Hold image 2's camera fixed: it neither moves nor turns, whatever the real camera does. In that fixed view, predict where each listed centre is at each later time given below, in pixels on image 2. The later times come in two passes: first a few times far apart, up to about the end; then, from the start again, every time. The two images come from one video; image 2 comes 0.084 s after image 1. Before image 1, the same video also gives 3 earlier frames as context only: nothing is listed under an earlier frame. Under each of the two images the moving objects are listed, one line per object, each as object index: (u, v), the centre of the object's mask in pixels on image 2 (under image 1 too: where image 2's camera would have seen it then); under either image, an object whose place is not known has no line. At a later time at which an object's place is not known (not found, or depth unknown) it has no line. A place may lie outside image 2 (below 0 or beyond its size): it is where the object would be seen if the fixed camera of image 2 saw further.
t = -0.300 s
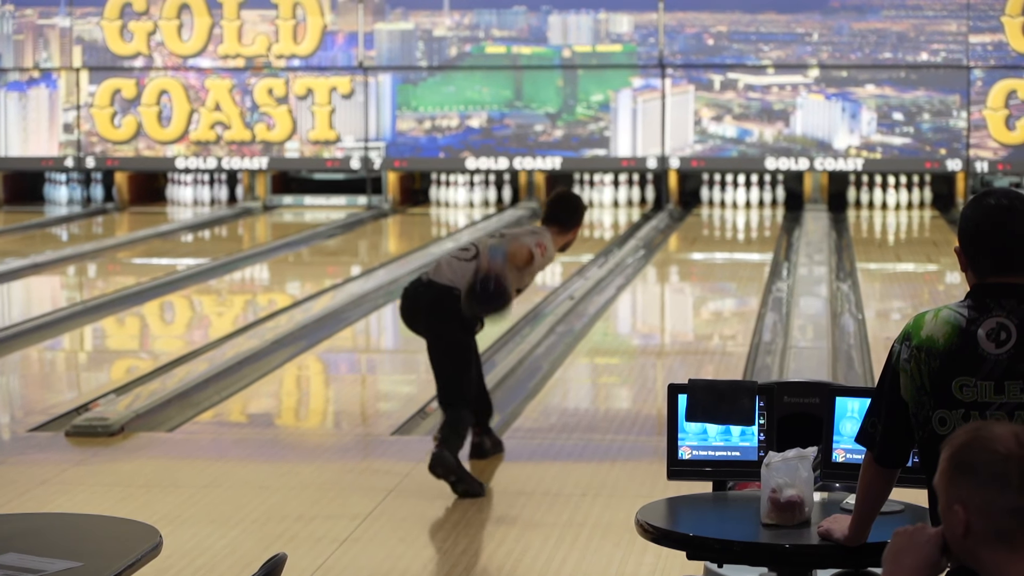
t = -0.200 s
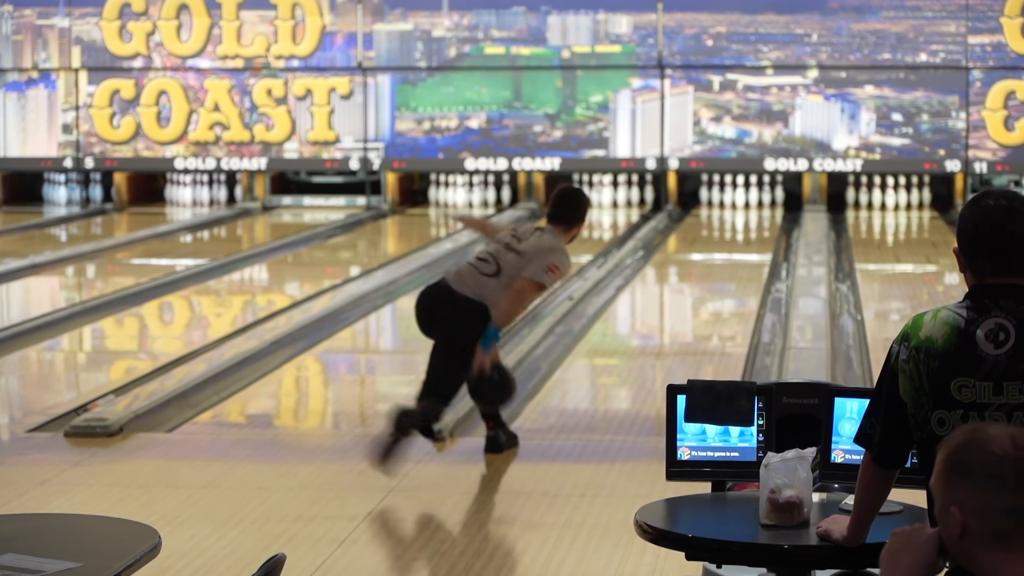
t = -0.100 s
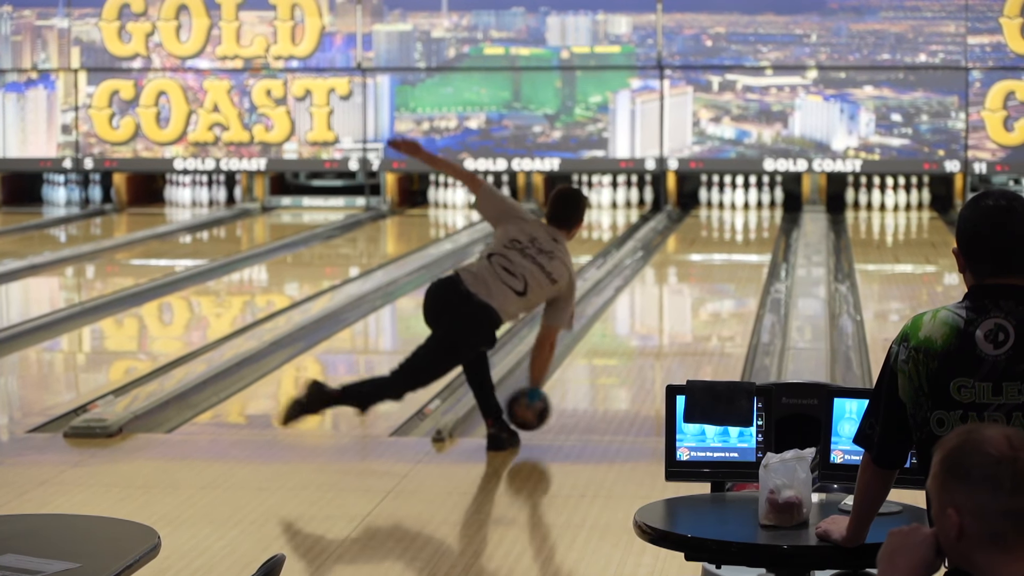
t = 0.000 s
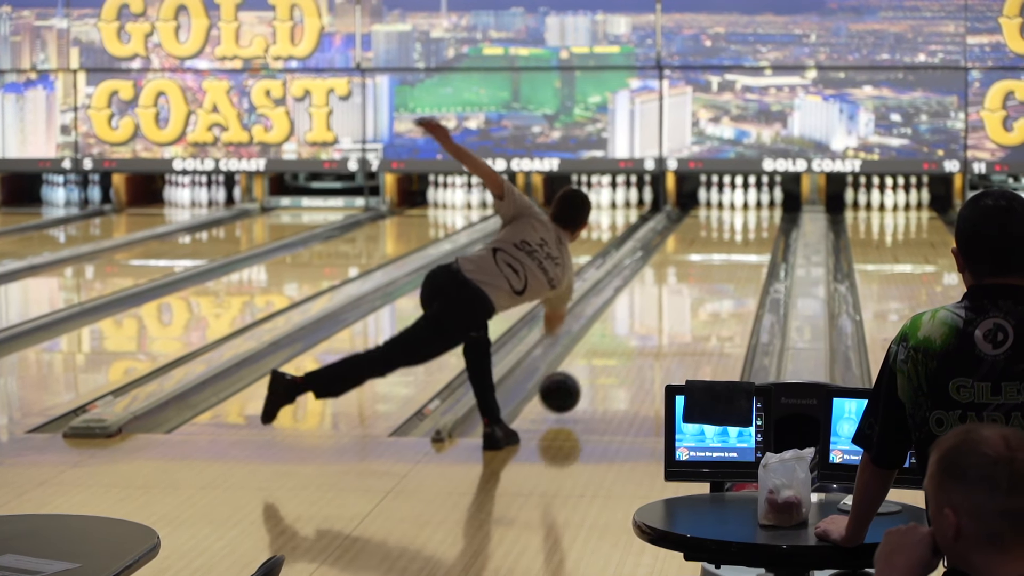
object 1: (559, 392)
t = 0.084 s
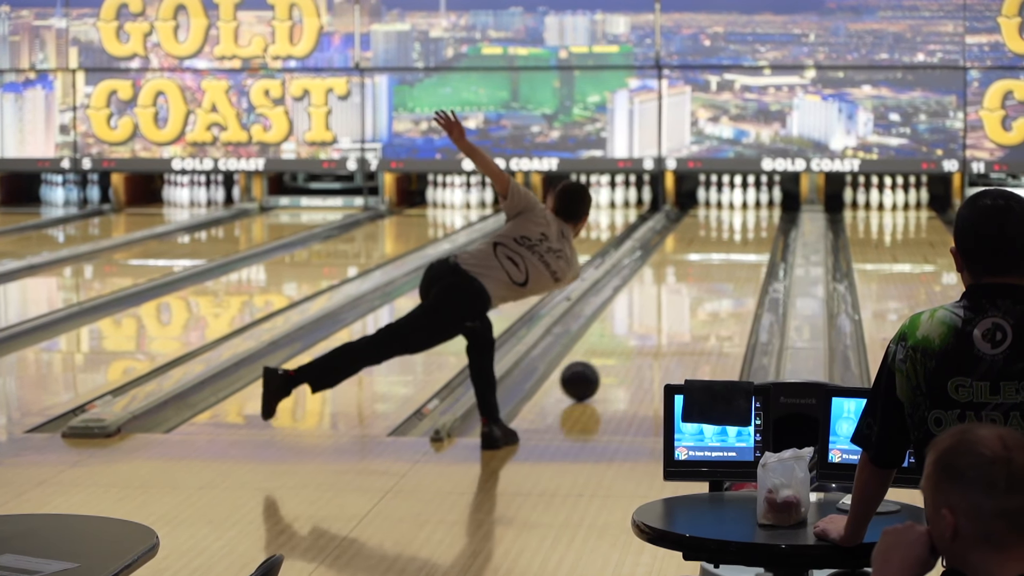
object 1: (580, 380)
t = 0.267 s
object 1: (619, 347)
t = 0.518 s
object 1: (661, 311)
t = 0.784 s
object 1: (695, 282)
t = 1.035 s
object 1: (719, 262)
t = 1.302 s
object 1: (739, 243)
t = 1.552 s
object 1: (751, 230)
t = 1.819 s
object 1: (757, 217)
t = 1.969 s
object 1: (755, 211)
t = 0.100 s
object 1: (584, 378)
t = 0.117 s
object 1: (588, 374)
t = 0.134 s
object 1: (592, 371)
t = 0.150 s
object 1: (595, 368)
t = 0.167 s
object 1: (599, 365)
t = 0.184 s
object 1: (603, 362)
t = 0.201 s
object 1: (606, 359)
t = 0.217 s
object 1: (610, 356)
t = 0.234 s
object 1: (613, 353)
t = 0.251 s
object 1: (616, 350)
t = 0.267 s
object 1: (619, 347)
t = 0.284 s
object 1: (622, 344)
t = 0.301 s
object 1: (625, 342)
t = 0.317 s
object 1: (628, 339)
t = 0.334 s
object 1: (632, 336)
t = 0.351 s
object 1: (634, 334)
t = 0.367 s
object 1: (637, 331)
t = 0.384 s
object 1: (640, 329)
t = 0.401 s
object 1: (643, 326)
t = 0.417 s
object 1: (645, 324)
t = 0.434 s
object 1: (648, 322)
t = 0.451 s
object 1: (651, 320)
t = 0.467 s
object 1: (653, 317)
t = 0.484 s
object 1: (656, 315)
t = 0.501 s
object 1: (658, 313)
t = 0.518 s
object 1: (661, 311)
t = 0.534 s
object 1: (663, 309)
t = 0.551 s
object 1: (666, 307)
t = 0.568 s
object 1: (668, 305)
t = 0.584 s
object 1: (670, 303)
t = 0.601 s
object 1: (672, 301)
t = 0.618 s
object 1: (674, 299)
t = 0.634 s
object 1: (677, 297)
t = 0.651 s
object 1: (679, 295)
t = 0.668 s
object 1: (681, 294)
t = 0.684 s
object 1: (683, 292)
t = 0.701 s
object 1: (685, 290)
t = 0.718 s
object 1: (687, 288)
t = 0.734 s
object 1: (689, 287)
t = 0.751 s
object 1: (691, 285)
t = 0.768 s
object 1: (693, 283)
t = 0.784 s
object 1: (695, 282)
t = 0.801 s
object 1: (697, 281)
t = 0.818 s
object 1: (698, 279)
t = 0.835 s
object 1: (700, 278)
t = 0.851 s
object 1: (702, 276)
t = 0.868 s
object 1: (704, 275)
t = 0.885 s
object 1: (705, 274)
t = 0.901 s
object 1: (707, 272)
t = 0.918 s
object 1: (709, 271)
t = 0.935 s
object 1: (710, 270)
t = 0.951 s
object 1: (712, 268)
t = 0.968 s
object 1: (713, 267)
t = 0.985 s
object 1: (715, 266)
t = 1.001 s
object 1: (716, 265)
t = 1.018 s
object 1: (718, 263)
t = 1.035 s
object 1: (719, 262)
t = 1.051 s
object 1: (720, 261)
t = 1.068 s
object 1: (722, 260)
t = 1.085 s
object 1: (723, 259)
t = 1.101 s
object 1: (725, 257)
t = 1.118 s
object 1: (726, 256)
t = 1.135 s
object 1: (727, 255)
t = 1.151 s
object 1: (729, 254)
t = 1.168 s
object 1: (730, 253)
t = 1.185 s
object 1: (731, 251)
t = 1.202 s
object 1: (732, 250)
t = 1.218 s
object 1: (733, 249)
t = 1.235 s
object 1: (734, 248)
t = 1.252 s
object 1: (736, 247)
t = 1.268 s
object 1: (737, 246)
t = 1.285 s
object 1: (738, 244)
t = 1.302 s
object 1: (739, 243)
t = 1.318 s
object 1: (740, 243)
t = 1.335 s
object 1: (741, 242)
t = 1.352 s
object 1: (742, 241)
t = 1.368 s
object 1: (743, 240)
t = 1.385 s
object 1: (744, 239)
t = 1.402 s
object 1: (745, 238)
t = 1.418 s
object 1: (746, 237)
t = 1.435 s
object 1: (747, 236)
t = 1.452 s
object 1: (747, 235)
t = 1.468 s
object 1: (748, 234)
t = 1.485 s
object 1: (749, 233)
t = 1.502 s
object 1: (750, 232)
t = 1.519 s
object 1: (750, 231)
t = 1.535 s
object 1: (751, 231)
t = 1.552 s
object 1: (751, 230)
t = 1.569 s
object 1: (752, 229)
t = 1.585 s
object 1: (753, 228)
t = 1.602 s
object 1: (754, 227)
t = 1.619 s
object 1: (754, 226)
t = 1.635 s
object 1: (754, 225)
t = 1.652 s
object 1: (755, 224)
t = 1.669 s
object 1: (755, 224)
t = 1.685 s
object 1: (755, 223)
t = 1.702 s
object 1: (756, 222)
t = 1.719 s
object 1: (756, 222)
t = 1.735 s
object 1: (757, 221)
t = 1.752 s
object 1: (757, 220)
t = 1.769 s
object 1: (757, 219)
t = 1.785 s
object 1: (757, 218)
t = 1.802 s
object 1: (757, 218)
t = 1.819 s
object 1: (757, 217)
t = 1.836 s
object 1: (757, 216)
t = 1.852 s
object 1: (757, 216)
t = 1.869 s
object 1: (757, 215)
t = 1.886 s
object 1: (757, 214)
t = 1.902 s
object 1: (756, 213)
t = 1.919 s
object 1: (757, 213)
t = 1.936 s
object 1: (756, 212)
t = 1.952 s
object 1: (756, 211)
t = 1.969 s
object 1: (755, 211)
